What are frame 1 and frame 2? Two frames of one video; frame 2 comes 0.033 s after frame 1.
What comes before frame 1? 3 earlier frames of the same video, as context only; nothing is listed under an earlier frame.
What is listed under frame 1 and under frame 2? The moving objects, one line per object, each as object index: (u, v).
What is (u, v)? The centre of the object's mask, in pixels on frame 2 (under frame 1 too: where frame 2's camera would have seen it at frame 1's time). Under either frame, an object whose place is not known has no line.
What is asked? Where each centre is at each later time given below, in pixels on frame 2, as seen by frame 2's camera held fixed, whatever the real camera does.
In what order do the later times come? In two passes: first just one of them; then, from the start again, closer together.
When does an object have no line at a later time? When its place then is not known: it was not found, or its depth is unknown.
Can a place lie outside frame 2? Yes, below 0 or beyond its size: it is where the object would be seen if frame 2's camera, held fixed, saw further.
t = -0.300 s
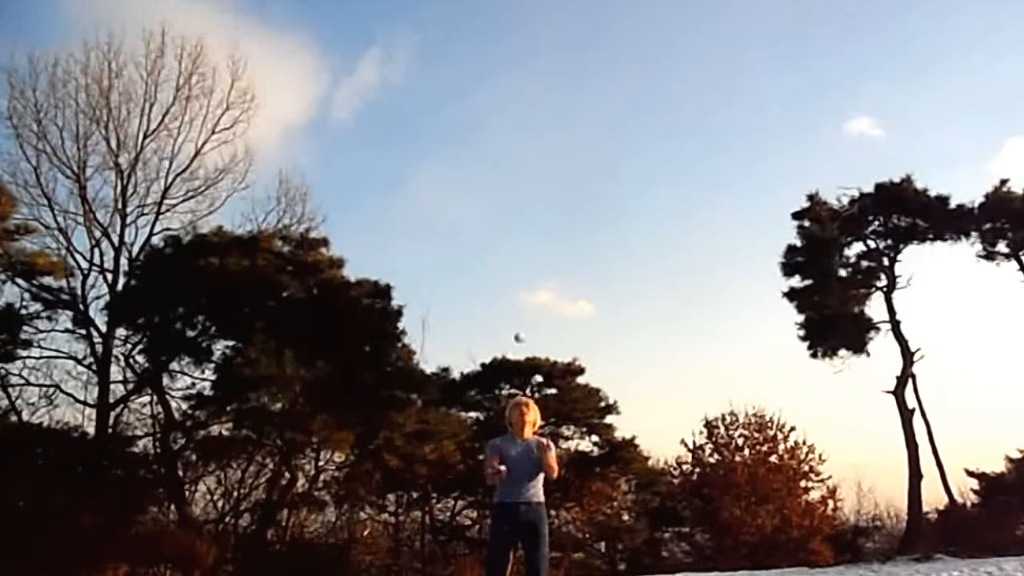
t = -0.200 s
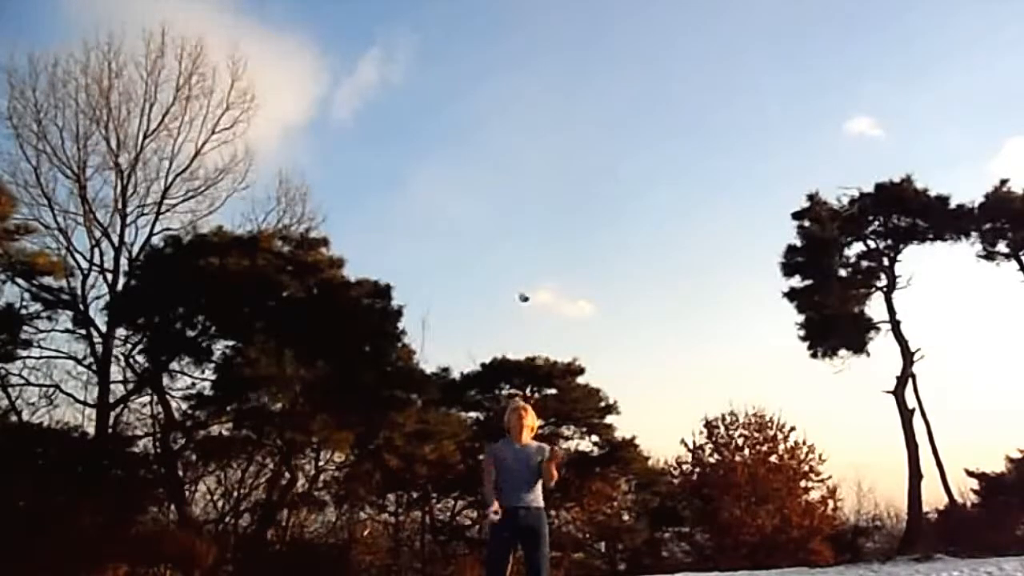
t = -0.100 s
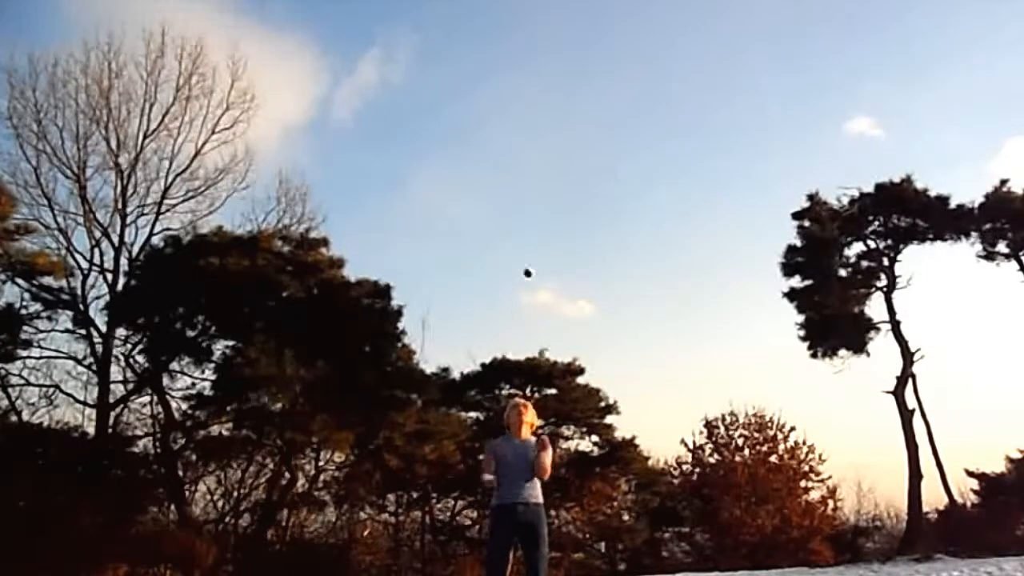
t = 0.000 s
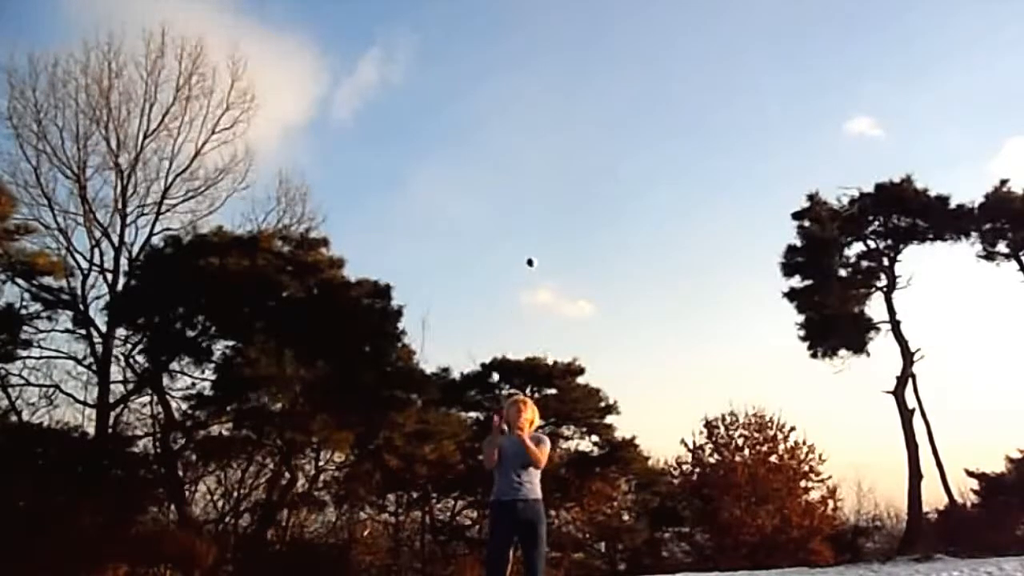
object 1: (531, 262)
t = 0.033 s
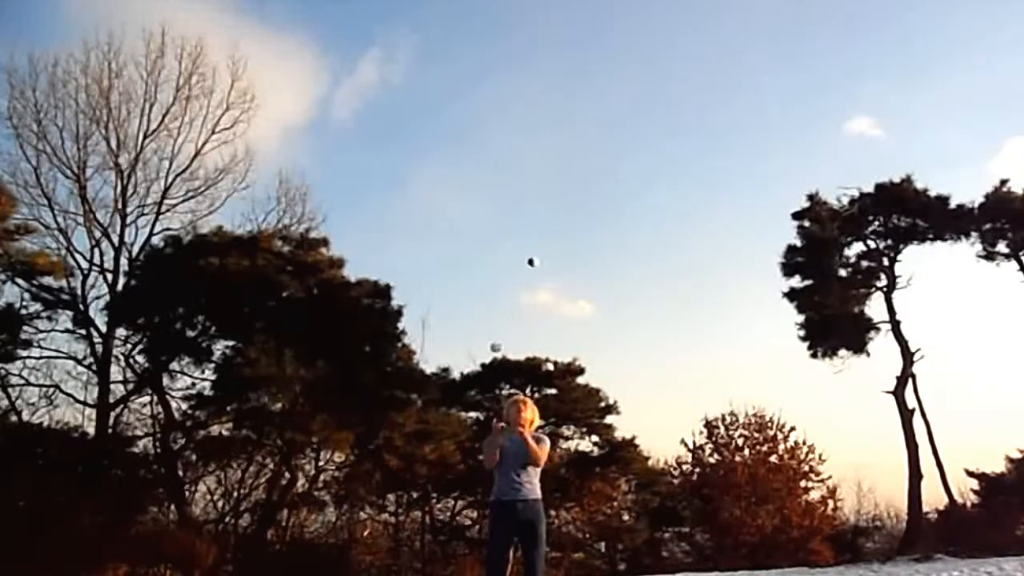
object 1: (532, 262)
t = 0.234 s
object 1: (537, 294)
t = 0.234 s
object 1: (537, 294)
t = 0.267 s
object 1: (538, 306)
